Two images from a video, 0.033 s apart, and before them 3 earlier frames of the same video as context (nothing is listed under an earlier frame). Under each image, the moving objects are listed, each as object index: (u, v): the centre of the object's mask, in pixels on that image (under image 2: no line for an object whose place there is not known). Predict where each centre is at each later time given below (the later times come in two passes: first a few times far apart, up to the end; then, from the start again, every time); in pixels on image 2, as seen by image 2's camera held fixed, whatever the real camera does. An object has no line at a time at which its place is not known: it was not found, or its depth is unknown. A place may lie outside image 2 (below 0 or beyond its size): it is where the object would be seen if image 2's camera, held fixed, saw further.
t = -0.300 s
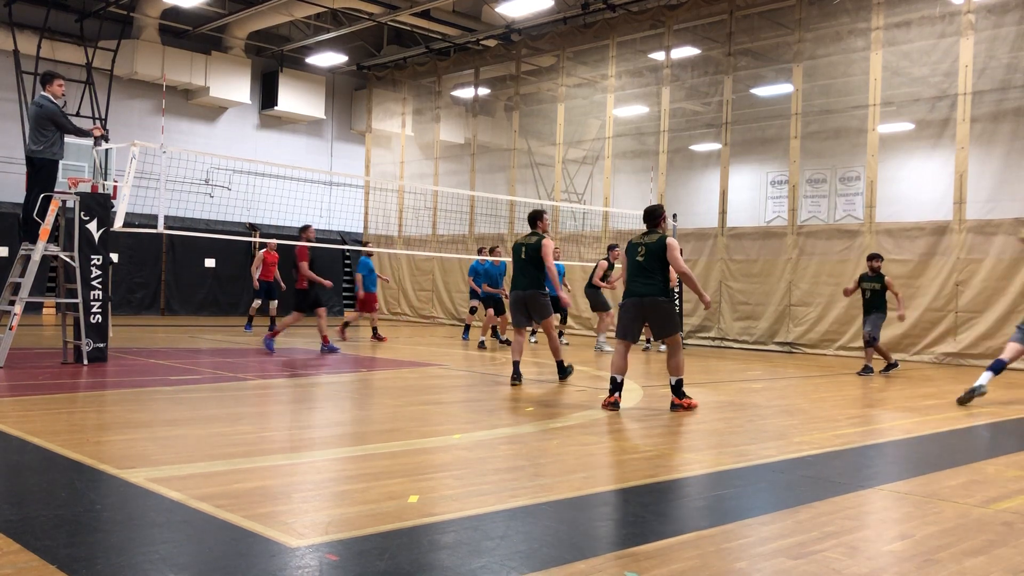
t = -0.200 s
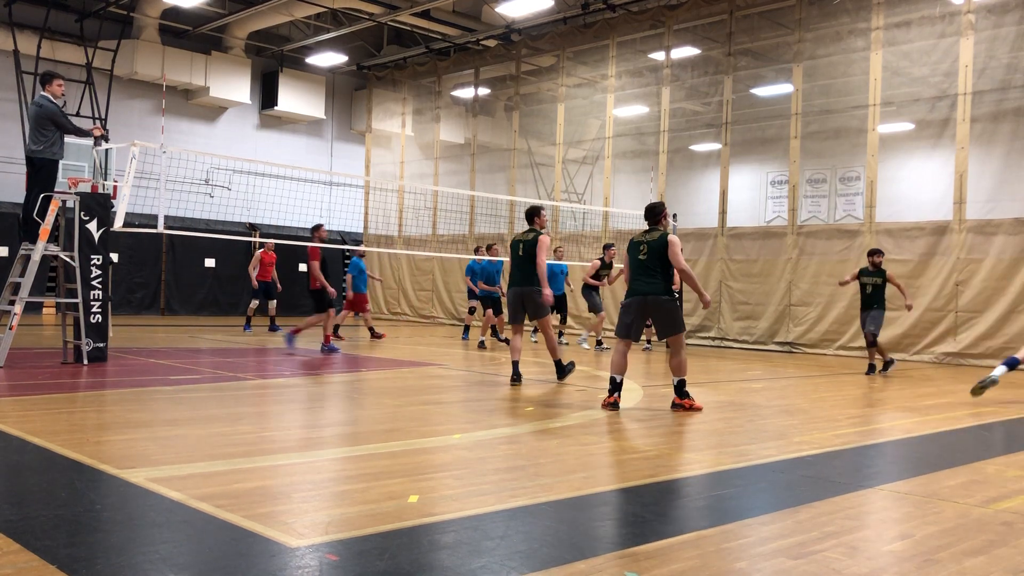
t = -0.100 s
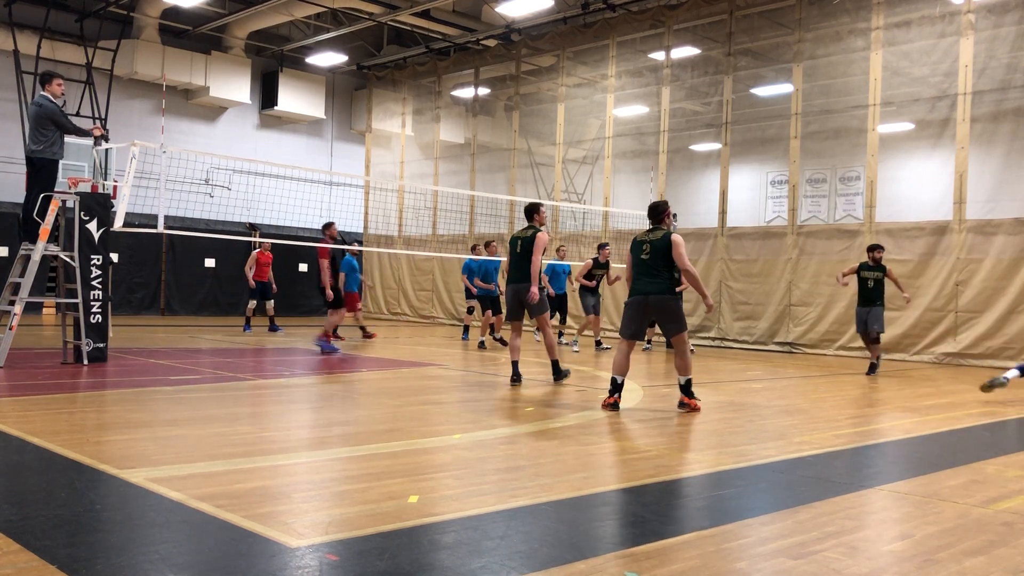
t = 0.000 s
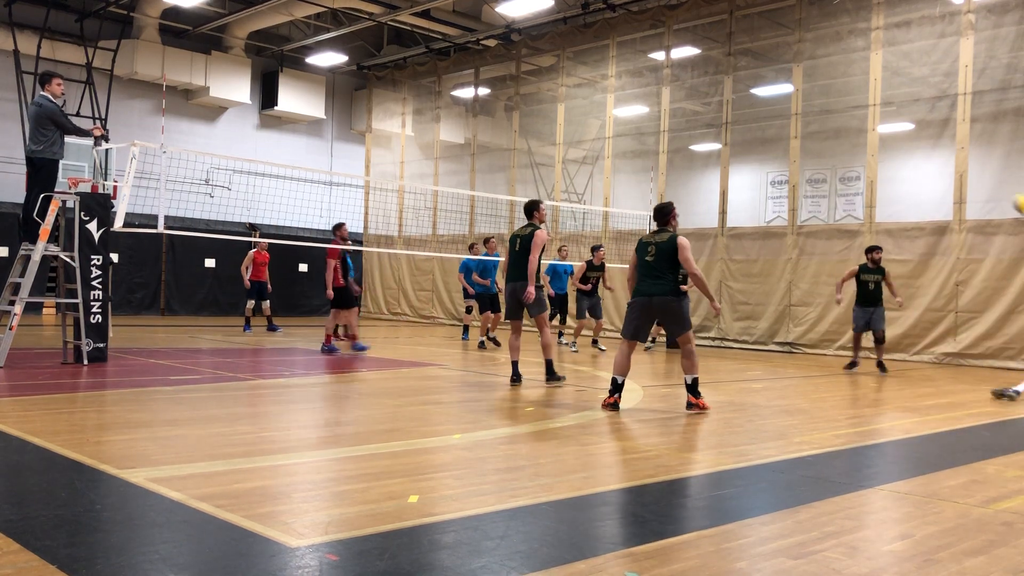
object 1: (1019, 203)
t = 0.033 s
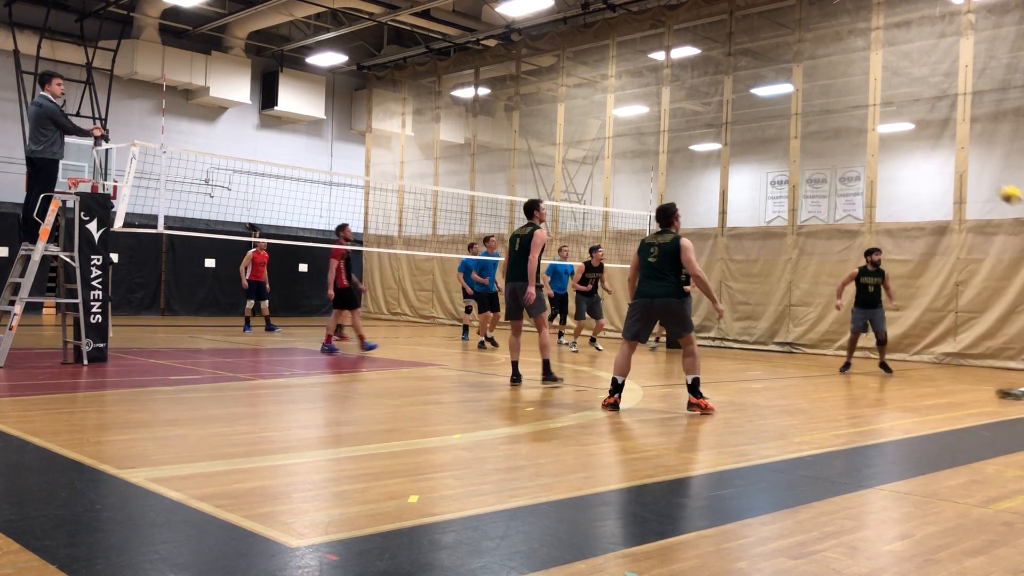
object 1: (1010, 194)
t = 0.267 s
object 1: (916, 148)
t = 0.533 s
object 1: (831, 150)
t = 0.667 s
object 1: (795, 167)
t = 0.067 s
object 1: (995, 184)
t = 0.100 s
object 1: (982, 175)
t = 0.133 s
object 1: (968, 168)
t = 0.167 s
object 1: (953, 161)
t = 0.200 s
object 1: (940, 155)
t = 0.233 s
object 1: (928, 151)
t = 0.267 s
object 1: (916, 148)
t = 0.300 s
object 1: (904, 146)
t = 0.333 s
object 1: (893, 144)
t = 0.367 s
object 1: (882, 144)
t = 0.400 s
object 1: (872, 144)
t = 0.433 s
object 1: (861, 144)
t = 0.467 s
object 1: (851, 146)
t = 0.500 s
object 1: (841, 148)
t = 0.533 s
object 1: (831, 150)
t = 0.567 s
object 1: (822, 154)
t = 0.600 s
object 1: (813, 158)
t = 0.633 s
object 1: (804, 162)
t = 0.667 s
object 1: (795, 167)
